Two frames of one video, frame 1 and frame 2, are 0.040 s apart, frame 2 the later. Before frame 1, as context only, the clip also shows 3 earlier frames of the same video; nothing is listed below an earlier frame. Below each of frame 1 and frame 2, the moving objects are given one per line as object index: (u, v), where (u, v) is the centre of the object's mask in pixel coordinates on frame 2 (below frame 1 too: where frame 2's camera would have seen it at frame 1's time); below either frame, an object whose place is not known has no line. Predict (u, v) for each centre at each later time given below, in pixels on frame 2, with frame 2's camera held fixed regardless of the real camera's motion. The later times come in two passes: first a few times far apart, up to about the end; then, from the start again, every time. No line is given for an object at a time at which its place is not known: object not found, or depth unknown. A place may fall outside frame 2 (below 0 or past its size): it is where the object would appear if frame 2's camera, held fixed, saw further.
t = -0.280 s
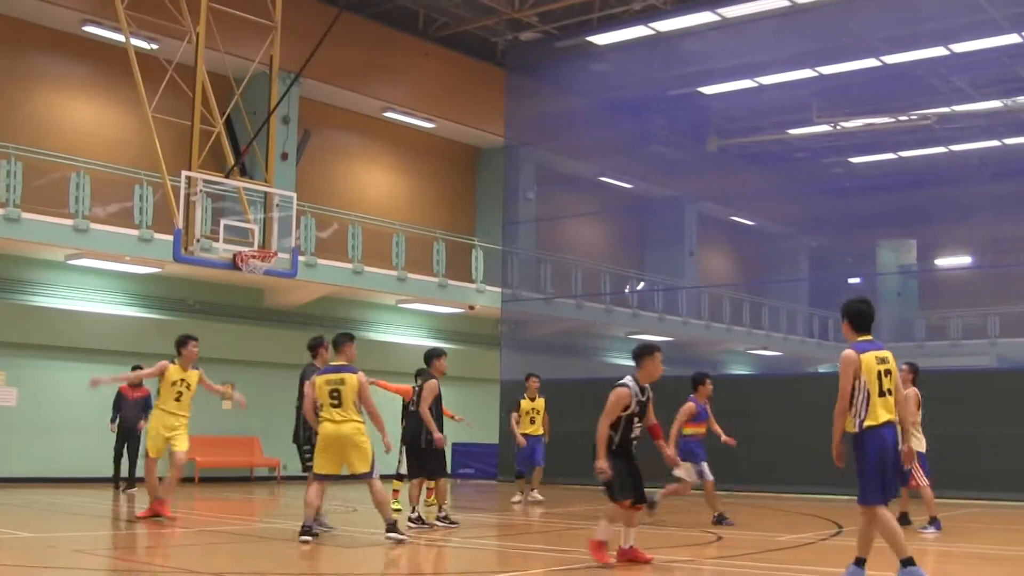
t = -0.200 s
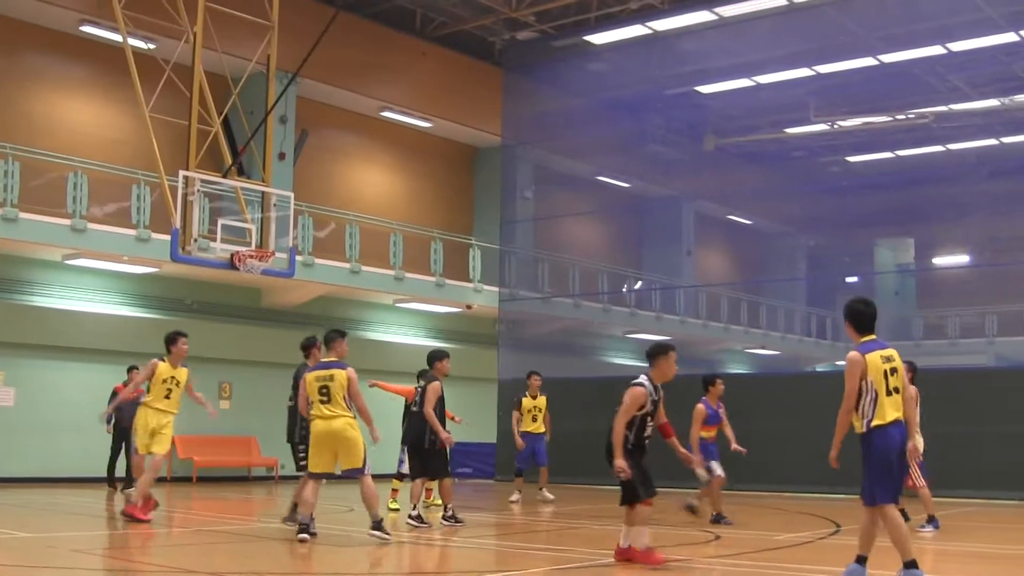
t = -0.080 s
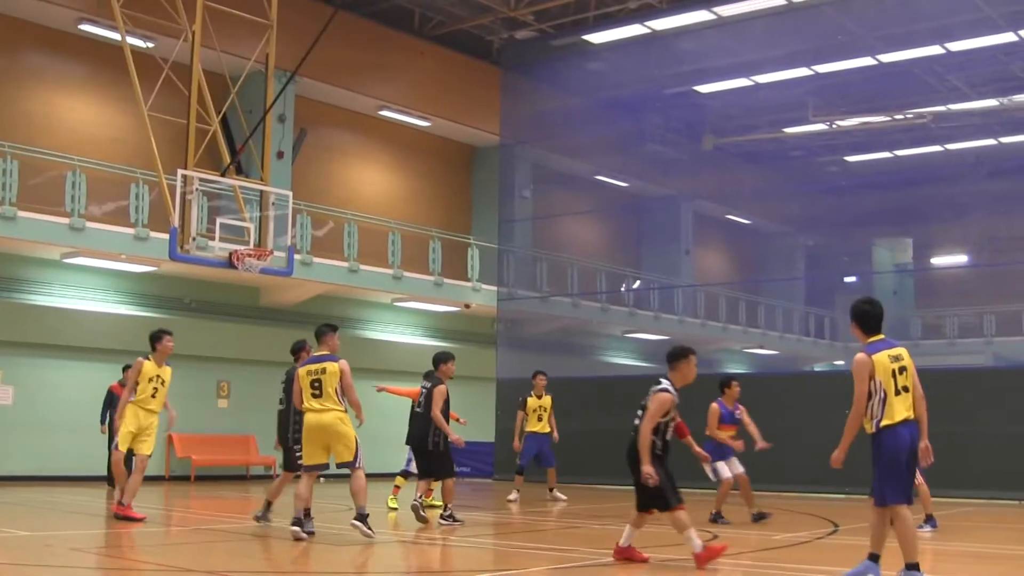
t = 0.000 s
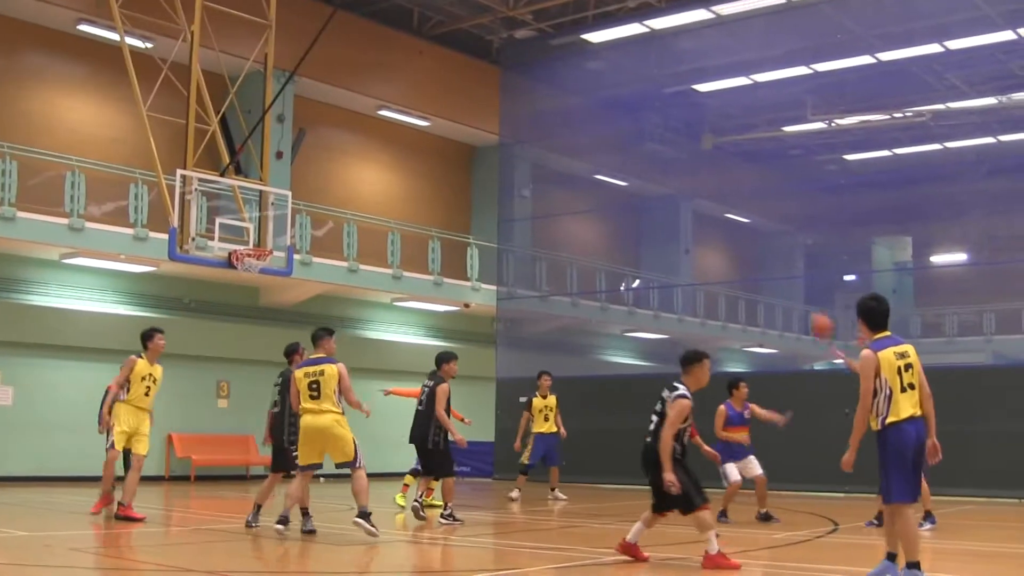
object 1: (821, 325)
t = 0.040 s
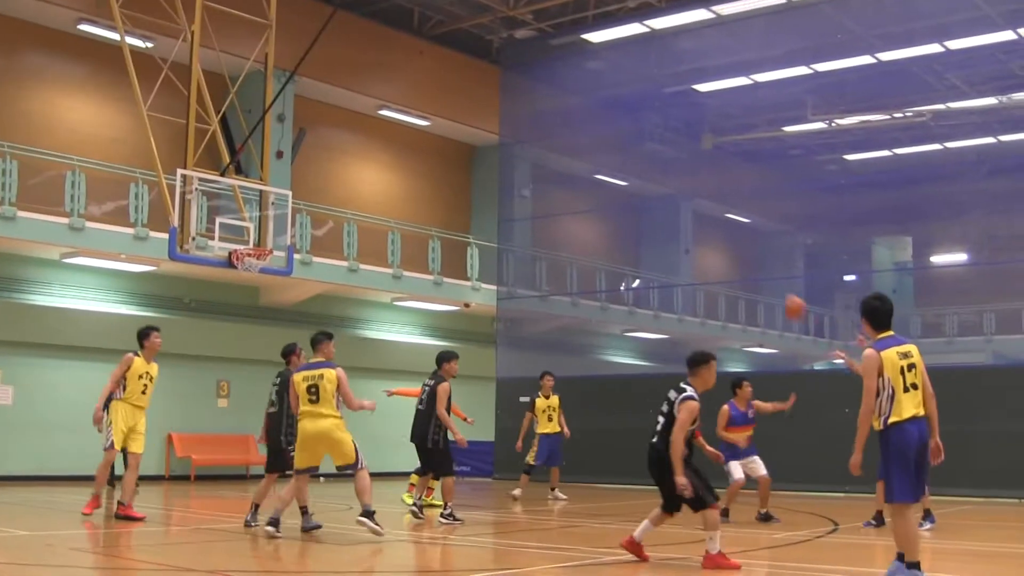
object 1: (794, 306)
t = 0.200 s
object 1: (689, 248)
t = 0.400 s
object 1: (557, 210)
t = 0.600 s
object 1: (433, 210)
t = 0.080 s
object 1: (767, 289)
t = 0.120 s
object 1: (741, 274)
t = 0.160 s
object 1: (714, 261)
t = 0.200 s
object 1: (689, 248)
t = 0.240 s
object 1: (662, 237)
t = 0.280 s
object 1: (636, 229)
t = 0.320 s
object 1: (610, 221)
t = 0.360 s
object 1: (584, 215)
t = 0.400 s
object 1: (557, 210)
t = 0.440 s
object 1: (533, 209)
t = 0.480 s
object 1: (507, 205)
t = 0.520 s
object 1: (482, 207)
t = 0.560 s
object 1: (458, 206)
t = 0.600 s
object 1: (433, 210)
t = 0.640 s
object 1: (409, 214)
